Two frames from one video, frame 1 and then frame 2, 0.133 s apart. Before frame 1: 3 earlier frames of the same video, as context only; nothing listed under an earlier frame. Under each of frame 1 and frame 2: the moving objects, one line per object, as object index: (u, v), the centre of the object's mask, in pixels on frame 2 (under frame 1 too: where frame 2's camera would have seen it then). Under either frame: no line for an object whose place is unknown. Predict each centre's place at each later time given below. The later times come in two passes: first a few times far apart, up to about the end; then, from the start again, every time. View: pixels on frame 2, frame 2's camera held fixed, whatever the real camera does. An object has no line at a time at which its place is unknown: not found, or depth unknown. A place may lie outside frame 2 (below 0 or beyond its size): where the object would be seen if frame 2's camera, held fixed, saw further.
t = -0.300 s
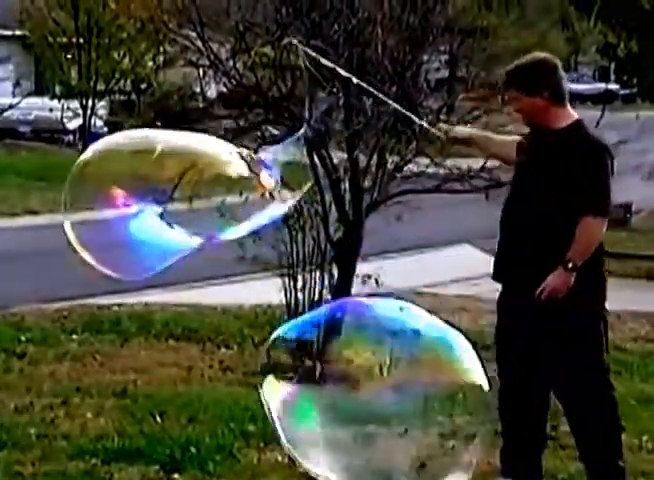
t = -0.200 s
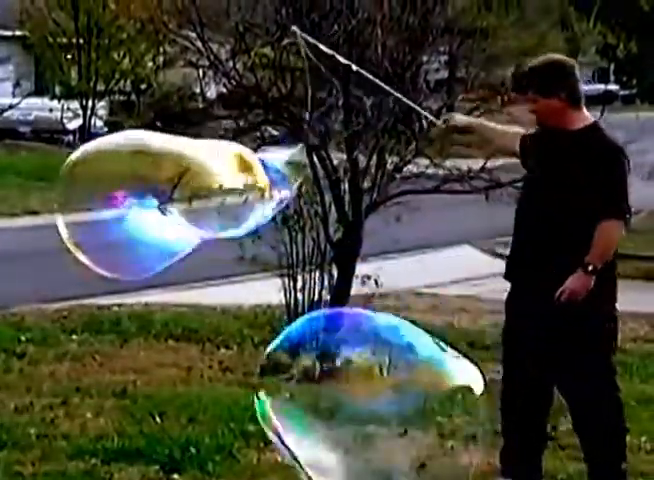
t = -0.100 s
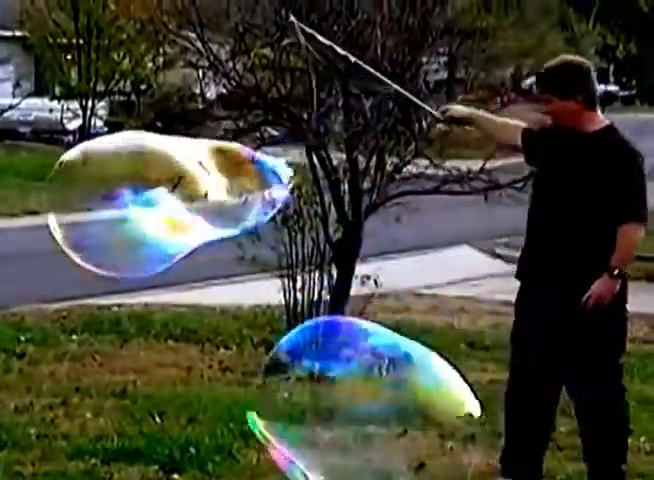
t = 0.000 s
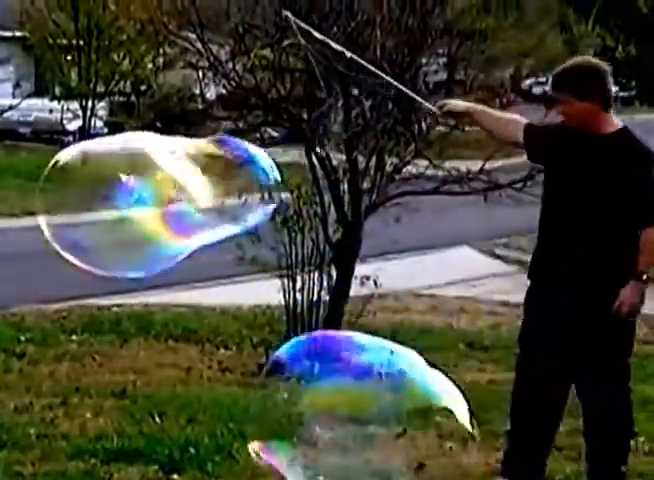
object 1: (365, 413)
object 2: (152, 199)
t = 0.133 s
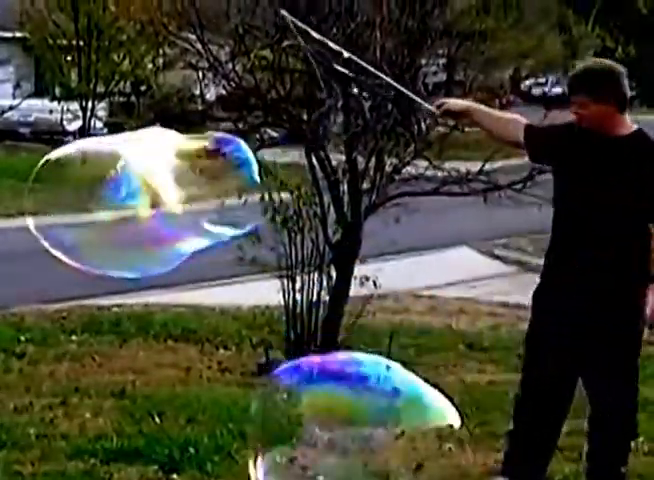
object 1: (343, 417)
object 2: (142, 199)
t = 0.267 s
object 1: (341, 430)
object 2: (133, 197)
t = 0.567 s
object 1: (330, 448)
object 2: (114, 198)
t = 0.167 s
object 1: (350, 424)
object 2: (139, 198)
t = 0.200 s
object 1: (348, 427)
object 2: (138, 198)
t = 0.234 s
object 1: (347, 429)
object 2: (137, 197)
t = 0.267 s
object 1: (341, 430)
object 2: (133, 197)
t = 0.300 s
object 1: (341, 433)
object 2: (129, 196)
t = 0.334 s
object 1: (338, 434)
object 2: (127, 196)
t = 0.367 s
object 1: (345, 436)
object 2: (125, 196)
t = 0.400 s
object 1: (342, 439)
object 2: (124, 197)
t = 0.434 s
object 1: (340, 440)
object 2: (123, 197)
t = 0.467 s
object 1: (335, 441)
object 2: (120, 197)
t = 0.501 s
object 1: (332, 442)
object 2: (118, 197)
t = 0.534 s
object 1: (333, 445)
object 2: (115, 197)
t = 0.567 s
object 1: (330, 448)
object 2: (114, 198)
